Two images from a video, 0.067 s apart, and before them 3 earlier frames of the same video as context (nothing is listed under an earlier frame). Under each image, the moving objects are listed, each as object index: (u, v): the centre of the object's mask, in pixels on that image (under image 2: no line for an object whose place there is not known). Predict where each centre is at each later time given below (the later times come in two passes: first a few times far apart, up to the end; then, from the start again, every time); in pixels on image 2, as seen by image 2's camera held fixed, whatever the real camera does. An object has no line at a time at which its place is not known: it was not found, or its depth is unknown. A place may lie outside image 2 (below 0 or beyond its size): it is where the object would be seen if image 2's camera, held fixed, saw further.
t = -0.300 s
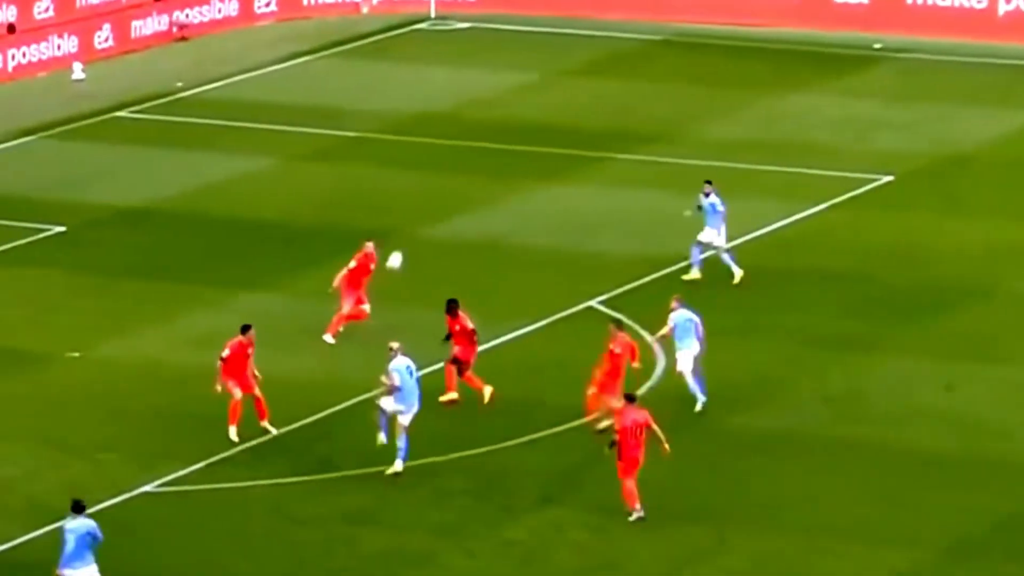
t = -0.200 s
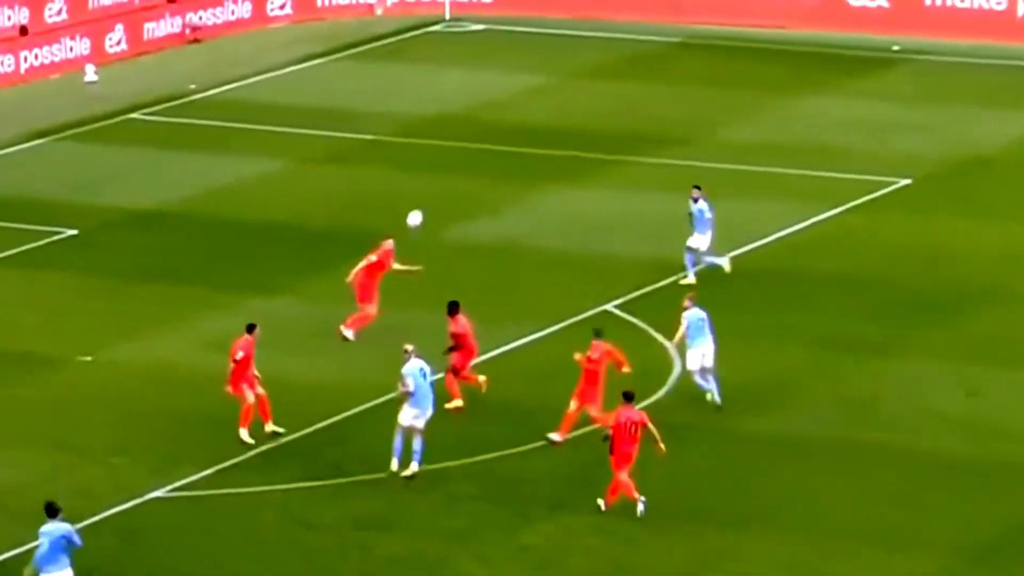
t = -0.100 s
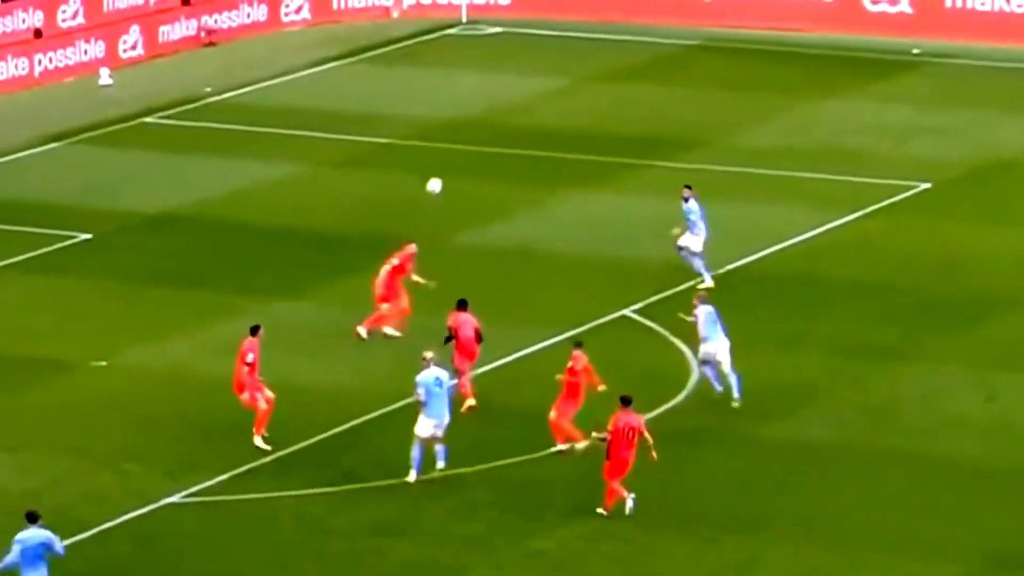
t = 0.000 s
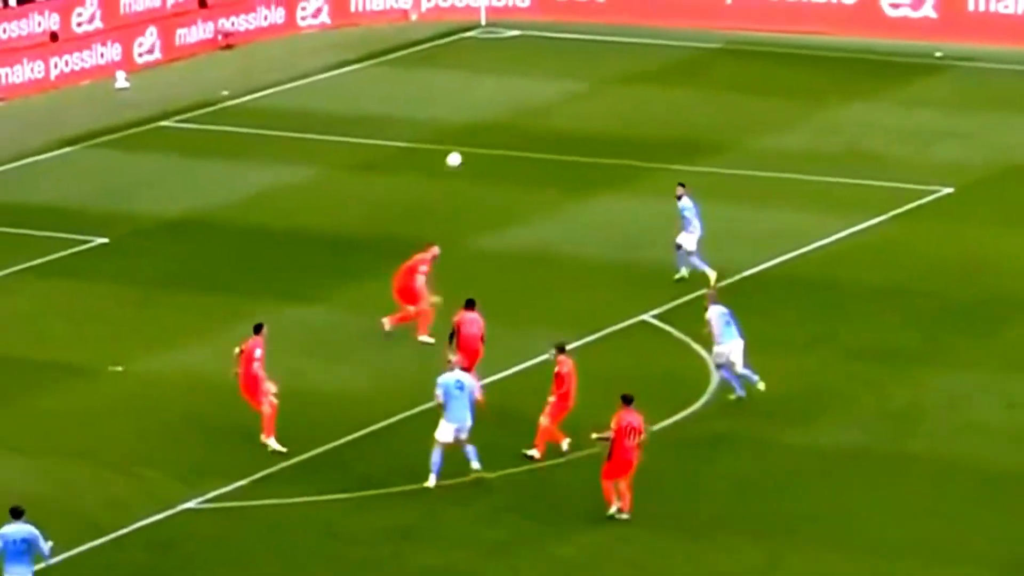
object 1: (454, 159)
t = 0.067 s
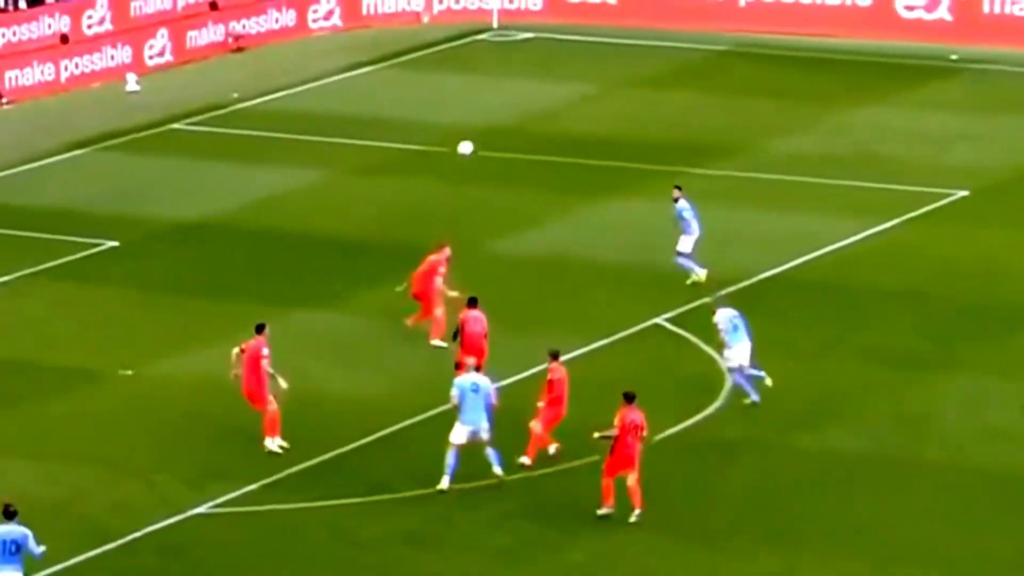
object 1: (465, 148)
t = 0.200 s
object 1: (465, 123)
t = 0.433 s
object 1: (457, 110)
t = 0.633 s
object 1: (447, 124)
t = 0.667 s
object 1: (446, 127)
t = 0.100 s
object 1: (465, 139)
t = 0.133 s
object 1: (464, 132)
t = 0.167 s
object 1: (465, 129)
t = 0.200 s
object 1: (465, 123)
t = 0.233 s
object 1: (464, 118)
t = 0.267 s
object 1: (464, 117)
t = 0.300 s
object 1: (463, 113)
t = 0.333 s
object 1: (461, 111)
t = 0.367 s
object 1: (459, 110)
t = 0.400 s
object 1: (457, 110)
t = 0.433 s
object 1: (457, 110)
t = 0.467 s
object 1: (456, 110)
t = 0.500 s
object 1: (454, 112)
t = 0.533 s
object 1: (452, 114)
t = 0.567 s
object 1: (451, 116)
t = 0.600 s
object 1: (449, 120)
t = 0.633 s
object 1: (447, 124)
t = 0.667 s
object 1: (446, 127)
